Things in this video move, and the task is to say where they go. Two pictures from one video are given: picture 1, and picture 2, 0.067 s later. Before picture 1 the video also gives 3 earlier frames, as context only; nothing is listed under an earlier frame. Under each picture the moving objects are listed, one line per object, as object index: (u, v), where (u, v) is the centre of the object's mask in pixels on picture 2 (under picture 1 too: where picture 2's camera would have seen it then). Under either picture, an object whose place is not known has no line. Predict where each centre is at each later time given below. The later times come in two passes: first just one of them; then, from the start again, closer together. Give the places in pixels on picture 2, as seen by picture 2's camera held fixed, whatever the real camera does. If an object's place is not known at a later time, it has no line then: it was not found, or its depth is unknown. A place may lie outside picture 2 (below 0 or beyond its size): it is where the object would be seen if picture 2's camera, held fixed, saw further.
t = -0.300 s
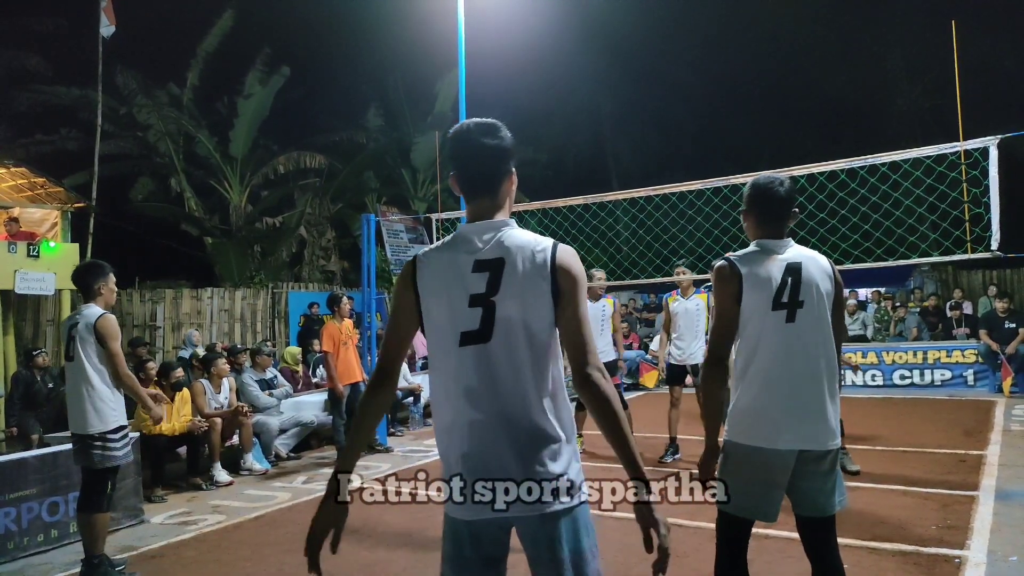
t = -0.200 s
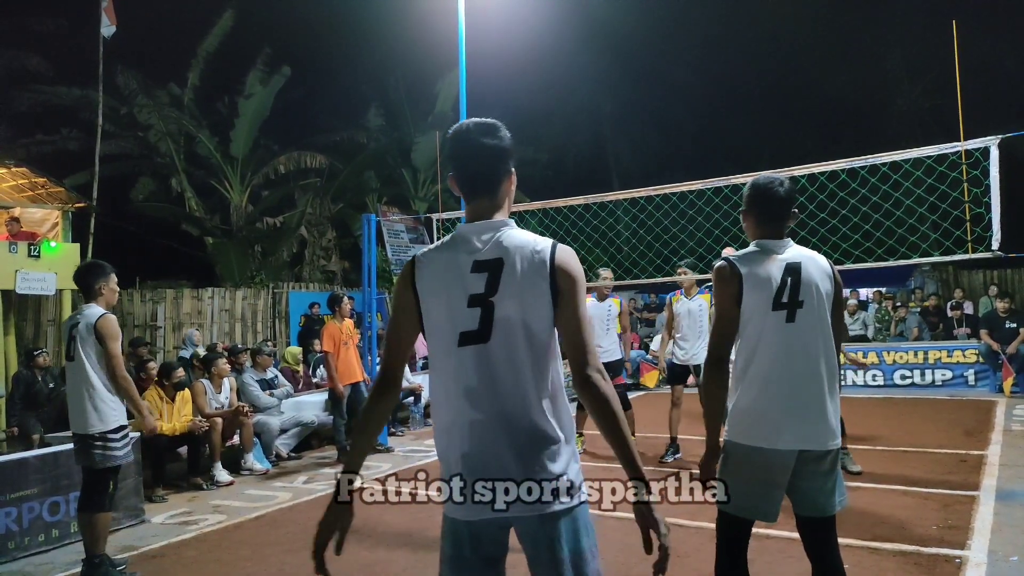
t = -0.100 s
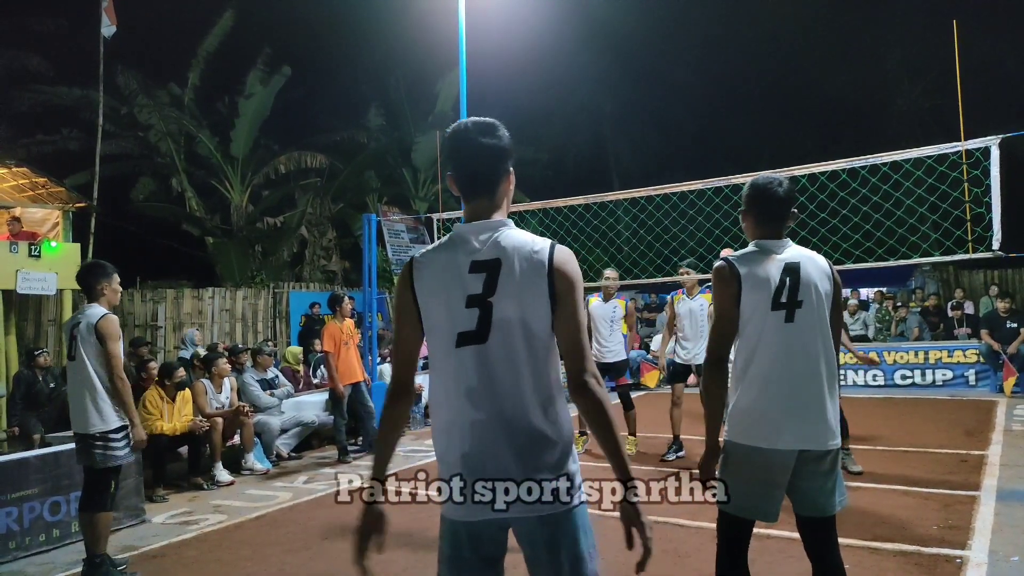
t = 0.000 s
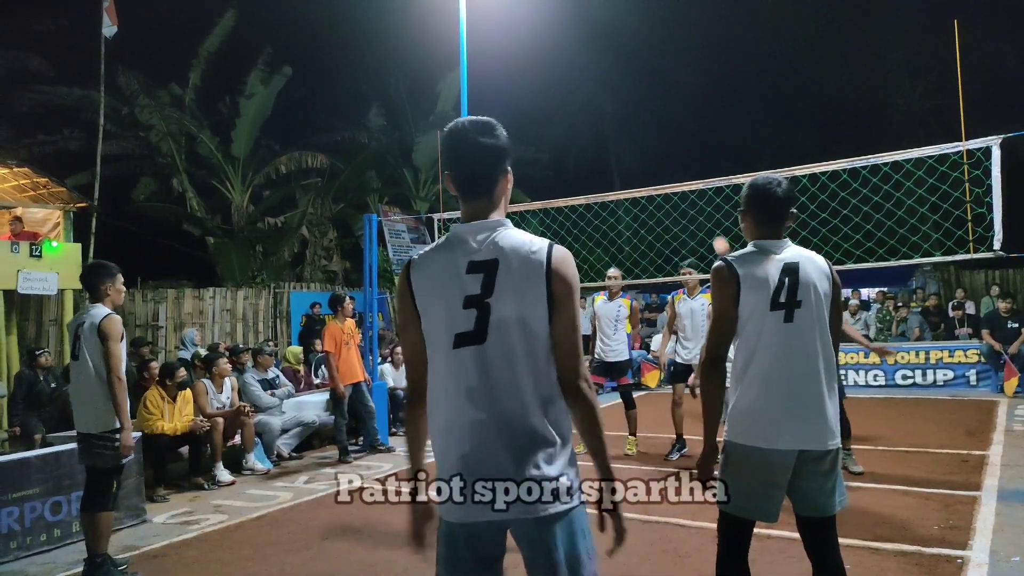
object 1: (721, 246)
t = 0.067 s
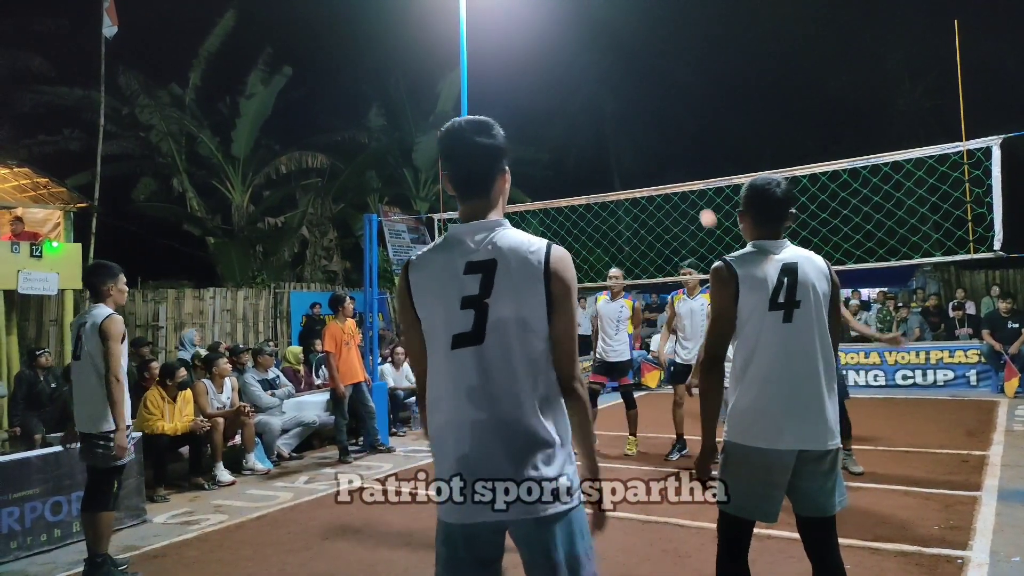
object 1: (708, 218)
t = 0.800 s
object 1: (518, 116)
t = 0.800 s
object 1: (518, 116)
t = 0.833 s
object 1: (508, 122)
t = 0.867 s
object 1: (500, 128)
